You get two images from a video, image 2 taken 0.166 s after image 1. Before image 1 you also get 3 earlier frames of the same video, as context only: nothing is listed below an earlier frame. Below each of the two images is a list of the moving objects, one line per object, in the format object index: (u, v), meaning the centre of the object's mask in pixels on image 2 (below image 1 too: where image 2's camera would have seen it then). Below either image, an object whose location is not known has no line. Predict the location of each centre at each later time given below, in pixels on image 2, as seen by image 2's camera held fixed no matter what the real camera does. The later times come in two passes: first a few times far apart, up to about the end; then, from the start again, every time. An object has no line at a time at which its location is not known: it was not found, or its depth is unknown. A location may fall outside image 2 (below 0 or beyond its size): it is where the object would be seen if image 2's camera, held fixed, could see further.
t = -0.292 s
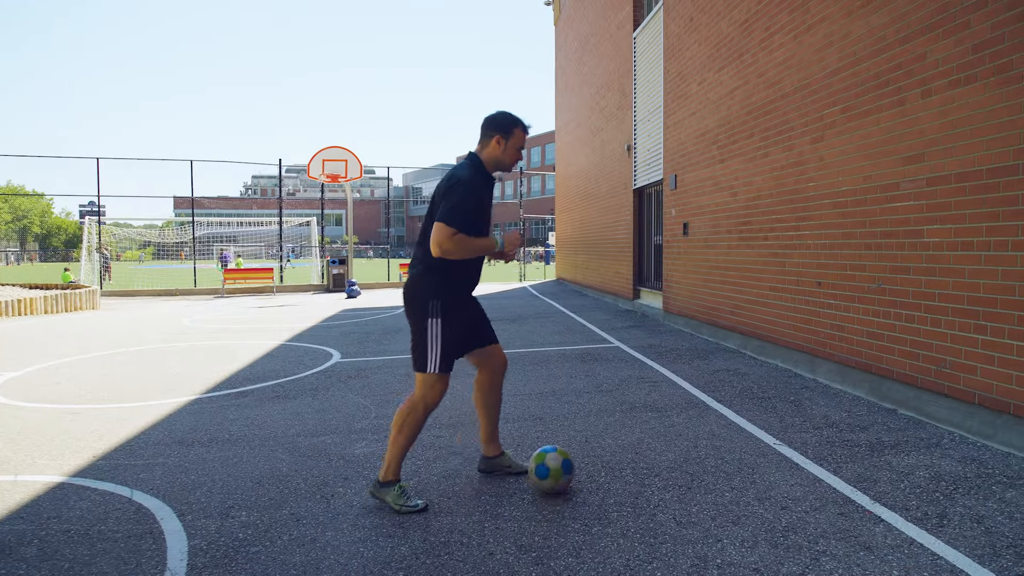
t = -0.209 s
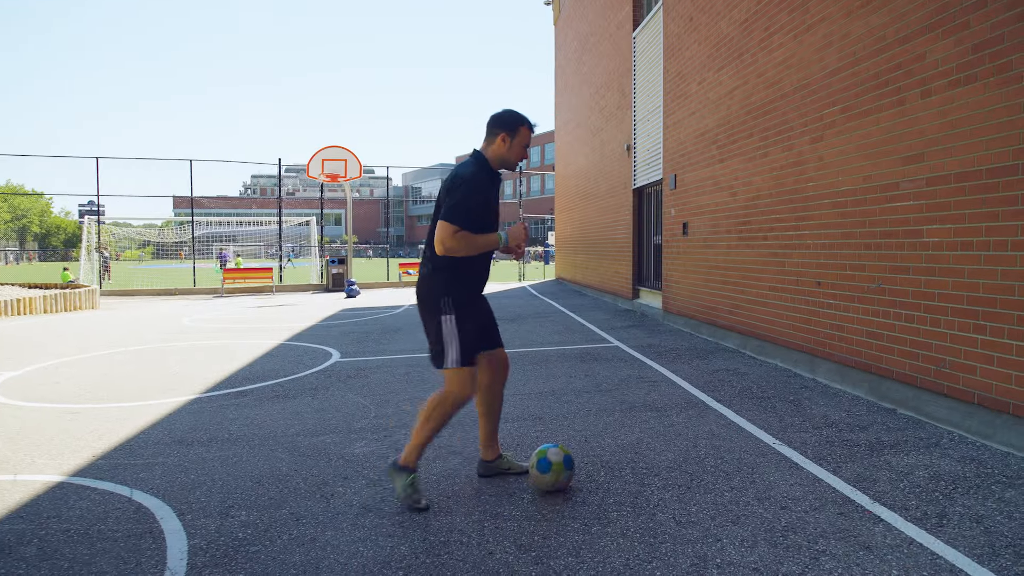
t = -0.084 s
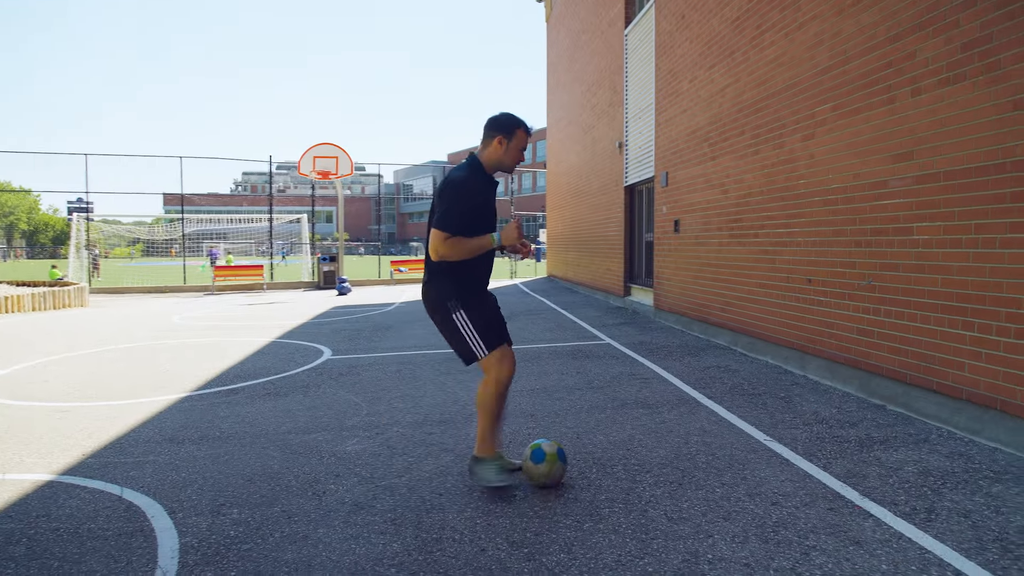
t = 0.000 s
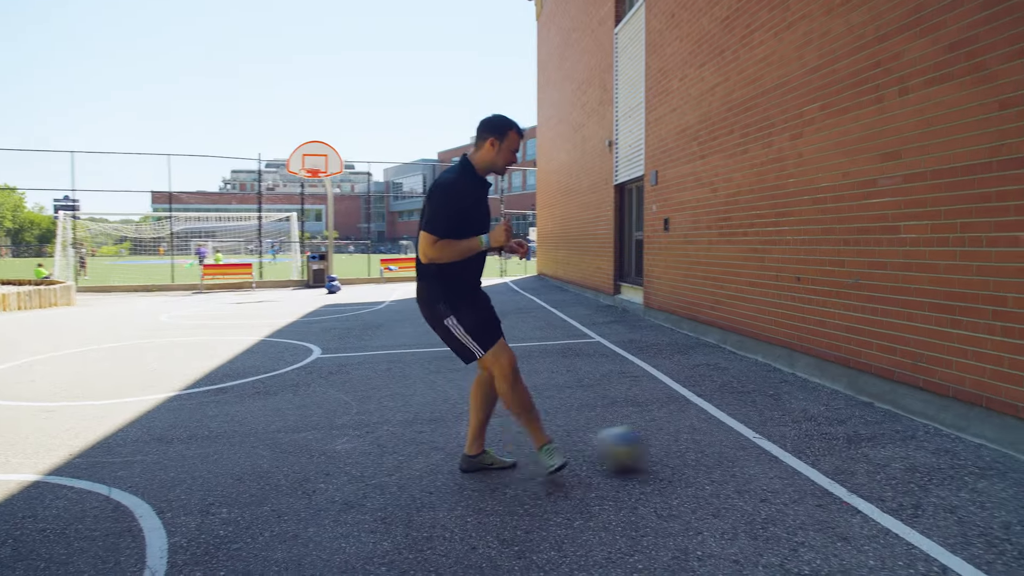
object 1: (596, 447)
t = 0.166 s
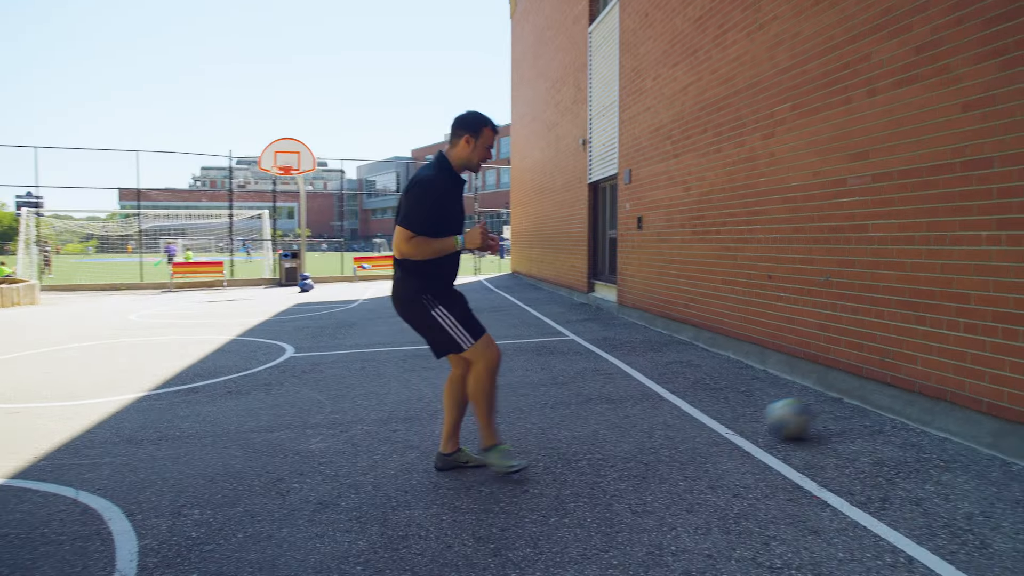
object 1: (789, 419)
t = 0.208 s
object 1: (828, 413)
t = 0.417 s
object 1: (805, 386)
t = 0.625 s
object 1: (659, 428)
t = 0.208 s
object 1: (828, 413)
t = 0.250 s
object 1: (864, 407)
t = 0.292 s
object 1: (888, 400)
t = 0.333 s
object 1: (861, 391)
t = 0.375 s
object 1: (834, 386)
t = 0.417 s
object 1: (805, 386)
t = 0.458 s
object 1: (777, 389)
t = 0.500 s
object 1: (750, 393)
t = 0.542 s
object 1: (719, 401)
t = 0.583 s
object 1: (687, 414)
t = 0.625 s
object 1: (659, 428)
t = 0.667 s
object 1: (637, 431)
